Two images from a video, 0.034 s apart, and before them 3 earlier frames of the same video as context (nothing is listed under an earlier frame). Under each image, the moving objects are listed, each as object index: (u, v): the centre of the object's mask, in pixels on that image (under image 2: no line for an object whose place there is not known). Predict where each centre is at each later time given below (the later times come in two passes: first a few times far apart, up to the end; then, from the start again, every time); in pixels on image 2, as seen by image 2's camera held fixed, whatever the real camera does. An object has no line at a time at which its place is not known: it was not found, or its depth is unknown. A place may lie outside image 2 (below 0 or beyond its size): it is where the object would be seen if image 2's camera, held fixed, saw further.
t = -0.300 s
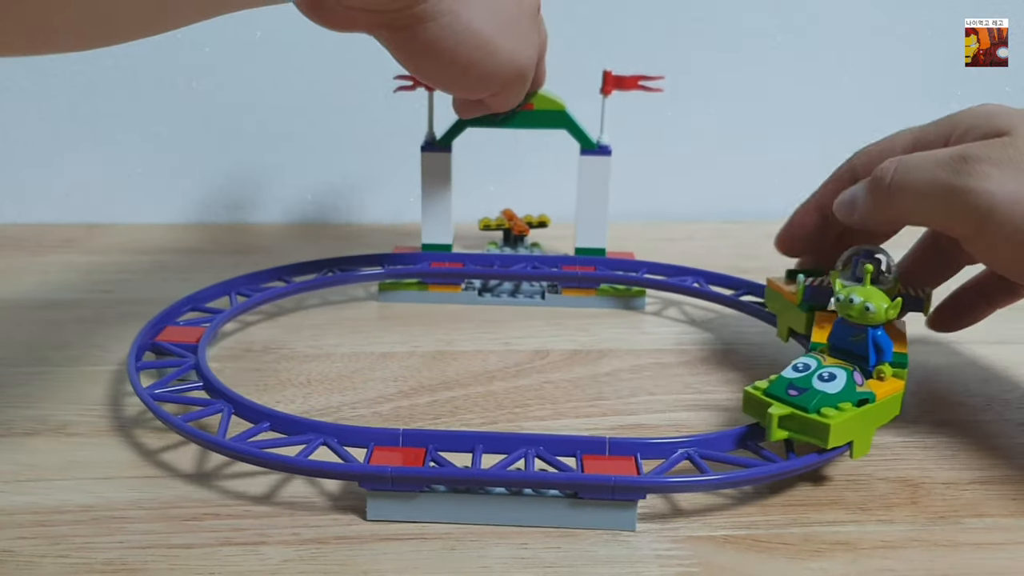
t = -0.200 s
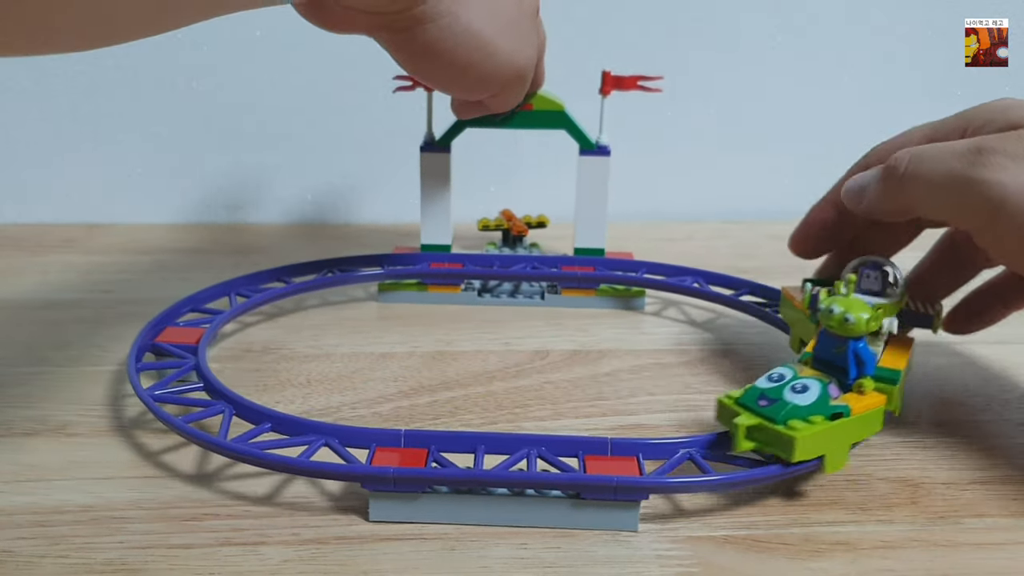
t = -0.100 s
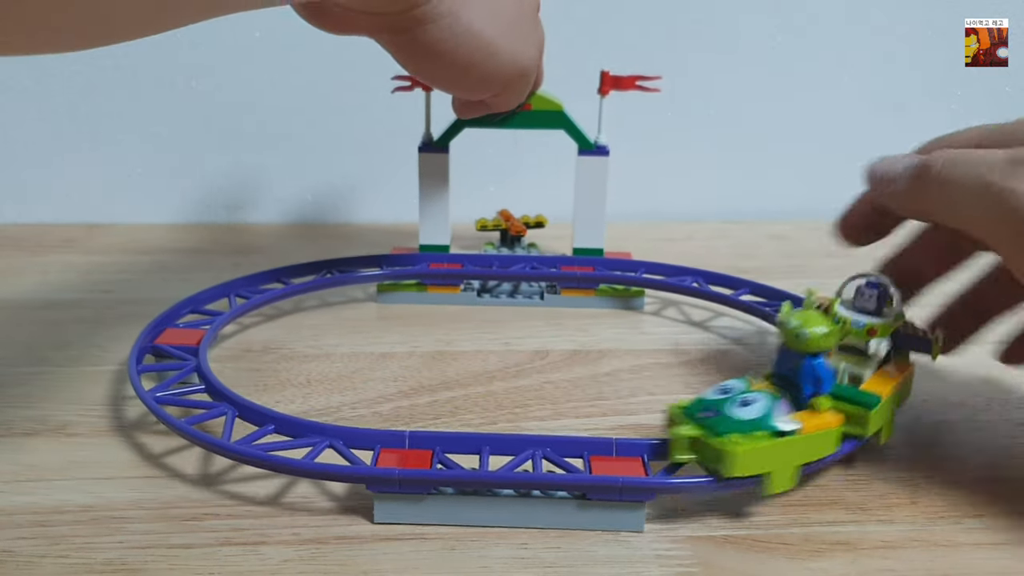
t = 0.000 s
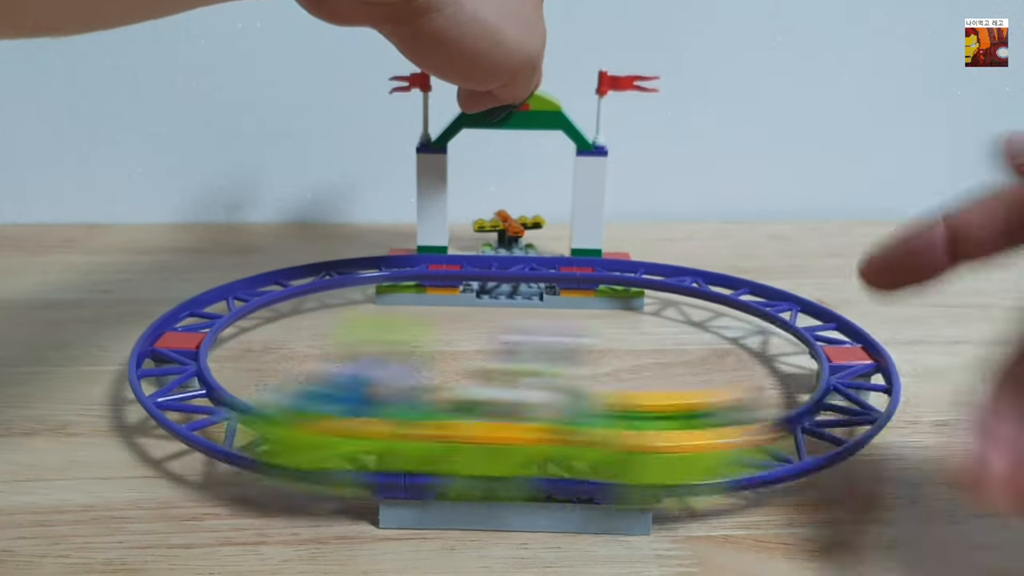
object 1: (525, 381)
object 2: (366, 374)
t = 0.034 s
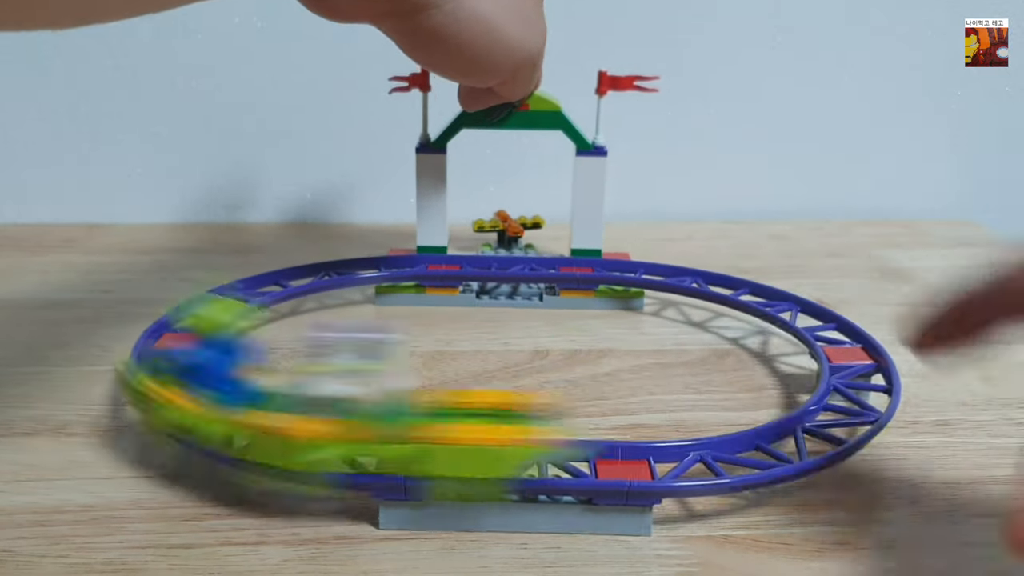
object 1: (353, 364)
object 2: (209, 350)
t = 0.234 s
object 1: (336, 212)
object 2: (429, 198)
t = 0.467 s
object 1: (754, 238)
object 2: (831, 257)
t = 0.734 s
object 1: (781, 372)
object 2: (655, 377)
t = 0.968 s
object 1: (429, 385)
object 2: (285, 367)
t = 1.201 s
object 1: (198, 337)
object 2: (143, 300)
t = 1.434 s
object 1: (146, 293)
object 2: (182, 246)
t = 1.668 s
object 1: (162, 264)
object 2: (225, 233)
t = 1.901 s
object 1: (171, 257)
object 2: (240, 230)
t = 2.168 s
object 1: (171, 257)
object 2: (240, 230)
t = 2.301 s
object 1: (171, 257)
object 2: (240, 230)
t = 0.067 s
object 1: (209, 336)
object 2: (150, 297)
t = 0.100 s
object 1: (149, 301)
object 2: (163, 242)
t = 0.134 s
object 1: (166, 263)
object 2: (218, 230)
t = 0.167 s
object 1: (215, 235)
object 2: (286, 215)
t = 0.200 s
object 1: (267, 223)
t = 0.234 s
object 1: (336, 212)
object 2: (429, 198)
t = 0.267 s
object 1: (405, 210)
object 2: (498, 202)
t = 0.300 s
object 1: (473, 213)
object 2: (567, 206)
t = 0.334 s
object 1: (534, 213)
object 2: (626, 211)
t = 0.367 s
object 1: (593, 217)
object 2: (693, 218)
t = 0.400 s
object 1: (650, 217)
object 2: (747, 227)
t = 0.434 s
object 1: (697, 227)
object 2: (792, 242)
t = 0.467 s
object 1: (754, 238)
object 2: (831, 257)
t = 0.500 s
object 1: (797, 253)
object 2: (859, 275)
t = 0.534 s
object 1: (825, 264)
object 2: (873, 297)
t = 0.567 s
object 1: (844, 273)
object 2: (871, 314)
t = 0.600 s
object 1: (886, 290)
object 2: (857, 336)
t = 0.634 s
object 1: (875, 311)
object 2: (824, 350)
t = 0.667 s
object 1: (856, 347)
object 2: (776, 370)
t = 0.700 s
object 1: (816, 362)
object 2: (718, 376)
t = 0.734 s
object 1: (781, 372)
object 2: (655, 377)
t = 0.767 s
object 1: (737, 386)
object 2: (592, 374)
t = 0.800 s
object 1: (682, 389)
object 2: (534, 372)
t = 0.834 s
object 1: (627, 394)
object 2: (478, 369)
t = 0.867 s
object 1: (576, 392)
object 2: (423, 369)
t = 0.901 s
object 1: (525, 387)
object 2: (375, 368)
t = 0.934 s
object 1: (474, 387)
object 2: (328, 368)
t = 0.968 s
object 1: (429, 385)
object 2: (285, 367)
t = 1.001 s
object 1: (384, 382)
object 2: (246, 363)
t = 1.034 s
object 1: (343, 378)
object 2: (215, 354)
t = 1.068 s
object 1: (307, 374)
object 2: (190, 344)
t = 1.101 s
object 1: (272, 368)
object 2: (172, 334)
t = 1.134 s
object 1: (242, 361)
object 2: (157, 324)
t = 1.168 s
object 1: (220, 344)
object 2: (149, 313)
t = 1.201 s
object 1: (198, 337)
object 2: (143, 300)
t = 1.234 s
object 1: (182, 329)
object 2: (140, 284)
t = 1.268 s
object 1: (169, 320)
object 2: (141, 268)
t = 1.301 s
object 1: (158, 321)
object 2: (147, 255)
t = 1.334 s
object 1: (152, 314)
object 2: (156, 248)
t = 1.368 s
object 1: (149, 307)
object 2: (167, 249)
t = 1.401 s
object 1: (146, 299)
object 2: (175, 248)
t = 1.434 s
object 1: (146, 293)
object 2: (182, 246)
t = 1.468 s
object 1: (147, 287)
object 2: (189, 244)
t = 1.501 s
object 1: (148, 282)
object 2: (195, 242)
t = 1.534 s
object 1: (151, 278)
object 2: (202, 239)
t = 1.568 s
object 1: (153, 274)
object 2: (208, 237)
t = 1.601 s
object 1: (156, 270)
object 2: (214, 236)
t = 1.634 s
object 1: (160, 267)
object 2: (220, 234)
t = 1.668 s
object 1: (162, 264)
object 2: (225, 233)
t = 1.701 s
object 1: (164, 262)
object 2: (229, 232)
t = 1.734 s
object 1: (167, 261)
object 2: (233, 231)
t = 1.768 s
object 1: (168, 259)
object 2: (236, 231)
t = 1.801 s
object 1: (170, 258)
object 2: (238, 230)
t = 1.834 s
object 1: (171, 258)
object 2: (239, 230)
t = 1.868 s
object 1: (171, 257)
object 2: (240, 230)
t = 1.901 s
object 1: (171, 257)
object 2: (240, 230)
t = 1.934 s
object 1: (171, 257)
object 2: (240, 230)
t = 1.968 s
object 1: (171, 257)
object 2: (240, 230)
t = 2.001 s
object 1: (171, 258)
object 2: (240, 230)
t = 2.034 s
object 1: (171, 257)
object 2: (240, 230)
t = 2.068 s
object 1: (171, 257)
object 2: (240, 230)
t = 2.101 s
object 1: (171, 257)
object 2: (240, 230)
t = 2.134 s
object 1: (171, 257)
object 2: (240, 230)
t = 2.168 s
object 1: (171, 257)
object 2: (240, 230)
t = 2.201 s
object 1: (171, 257)
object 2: (240, 230)
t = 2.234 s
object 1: (171, 257)
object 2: (240, 230)
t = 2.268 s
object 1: (171, 257)
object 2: (240, 230)
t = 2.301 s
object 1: (171, 257)
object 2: (240, 230)
